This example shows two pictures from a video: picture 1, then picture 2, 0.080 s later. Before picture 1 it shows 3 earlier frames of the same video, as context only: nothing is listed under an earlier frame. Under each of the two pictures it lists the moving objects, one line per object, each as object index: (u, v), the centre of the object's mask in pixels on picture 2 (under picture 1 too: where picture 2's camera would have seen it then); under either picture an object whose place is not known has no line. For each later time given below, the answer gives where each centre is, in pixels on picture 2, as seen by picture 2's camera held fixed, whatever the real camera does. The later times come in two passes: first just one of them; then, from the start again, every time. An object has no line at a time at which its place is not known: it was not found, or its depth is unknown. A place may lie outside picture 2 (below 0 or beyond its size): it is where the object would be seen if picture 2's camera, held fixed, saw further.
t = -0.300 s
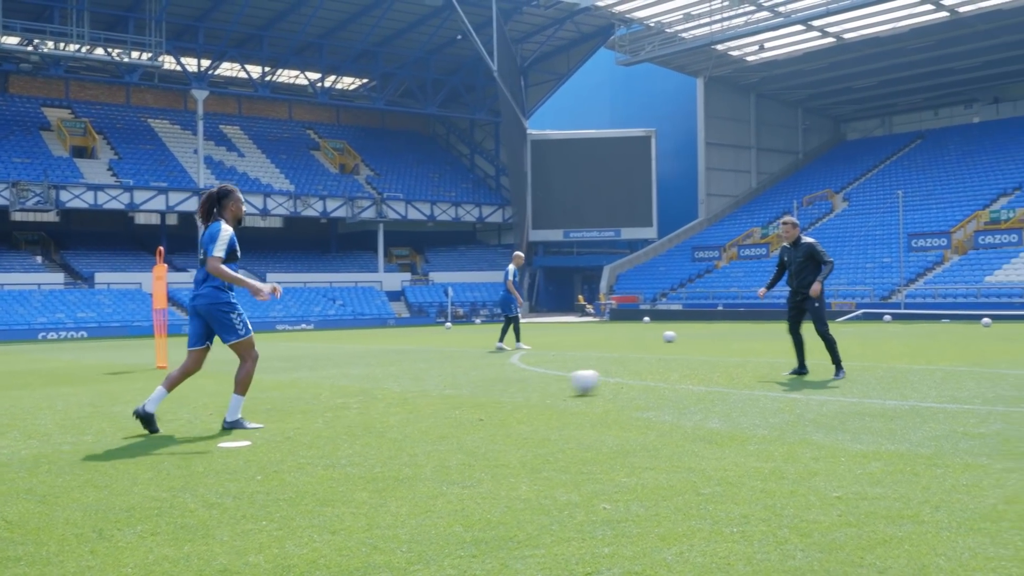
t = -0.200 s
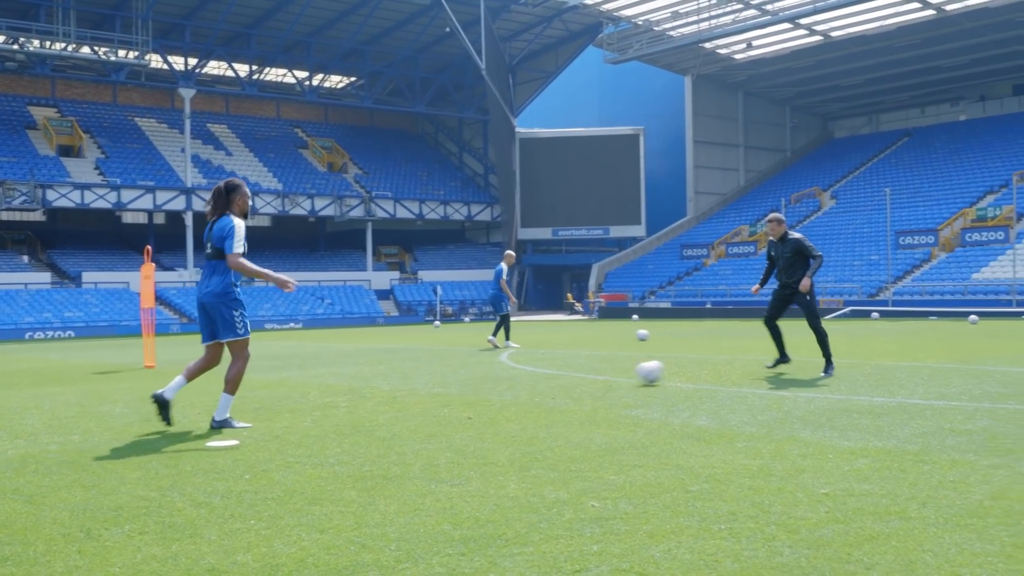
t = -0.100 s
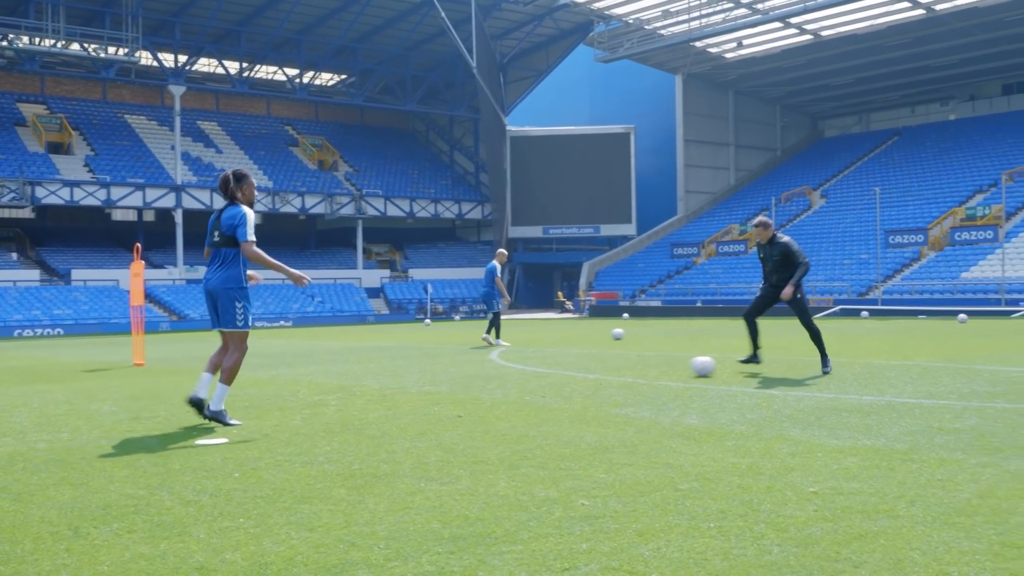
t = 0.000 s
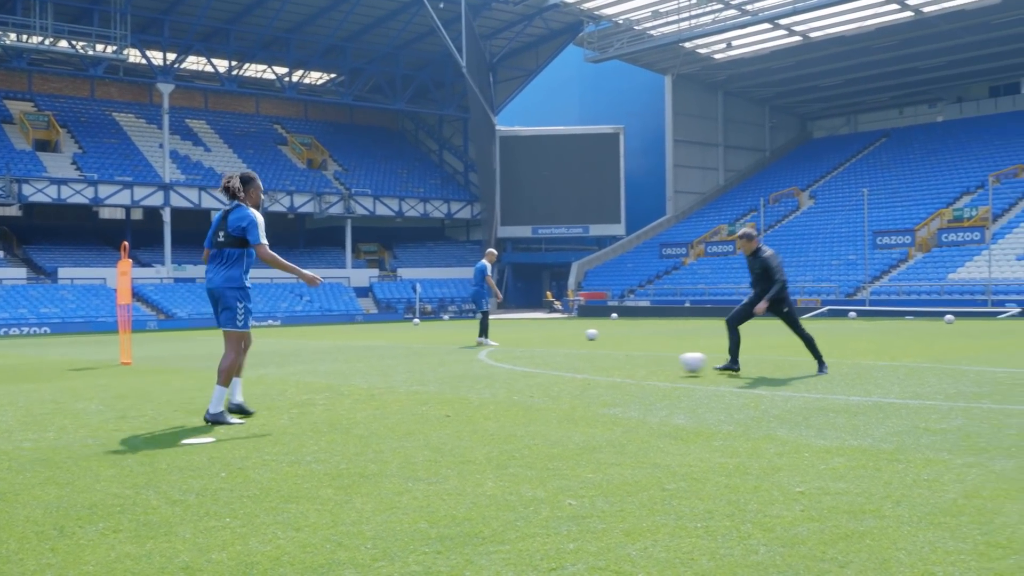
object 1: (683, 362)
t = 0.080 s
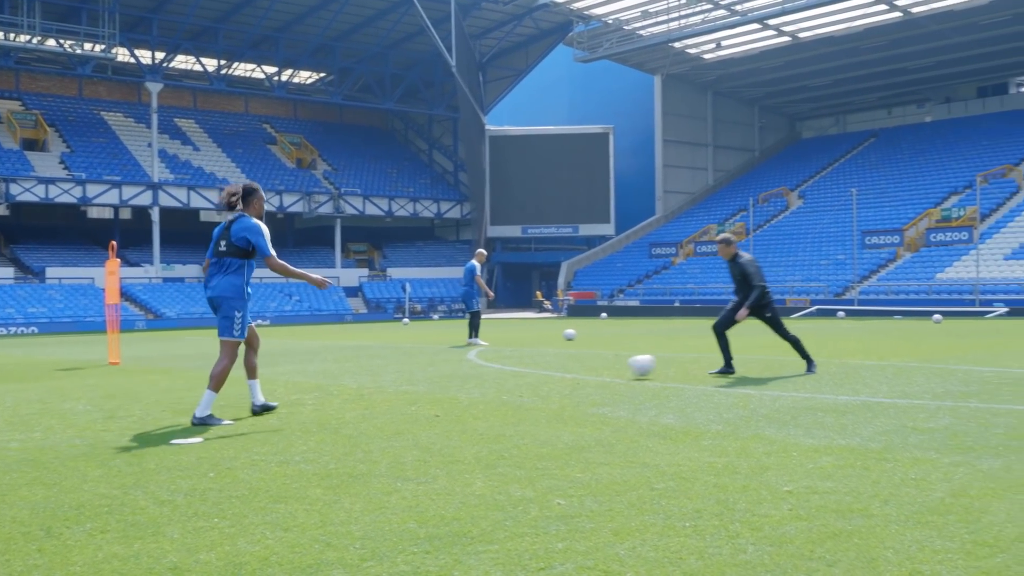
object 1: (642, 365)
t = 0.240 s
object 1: (563, 370)
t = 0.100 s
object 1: (631, 366)
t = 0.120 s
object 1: (621, 368)
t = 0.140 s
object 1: (610, 371)
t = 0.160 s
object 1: (601, 371)
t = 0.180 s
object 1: (591, 370)
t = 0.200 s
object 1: (582, 370)
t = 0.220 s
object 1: (573, 370)
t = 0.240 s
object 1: (563, 370)
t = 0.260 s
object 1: (553, 371)
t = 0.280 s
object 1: (543, 373)
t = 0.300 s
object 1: (534, 374)
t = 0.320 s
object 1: (524, 376)
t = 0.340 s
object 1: (514, 378)
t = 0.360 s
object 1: (505, 378)
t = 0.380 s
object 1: (497, 377)
